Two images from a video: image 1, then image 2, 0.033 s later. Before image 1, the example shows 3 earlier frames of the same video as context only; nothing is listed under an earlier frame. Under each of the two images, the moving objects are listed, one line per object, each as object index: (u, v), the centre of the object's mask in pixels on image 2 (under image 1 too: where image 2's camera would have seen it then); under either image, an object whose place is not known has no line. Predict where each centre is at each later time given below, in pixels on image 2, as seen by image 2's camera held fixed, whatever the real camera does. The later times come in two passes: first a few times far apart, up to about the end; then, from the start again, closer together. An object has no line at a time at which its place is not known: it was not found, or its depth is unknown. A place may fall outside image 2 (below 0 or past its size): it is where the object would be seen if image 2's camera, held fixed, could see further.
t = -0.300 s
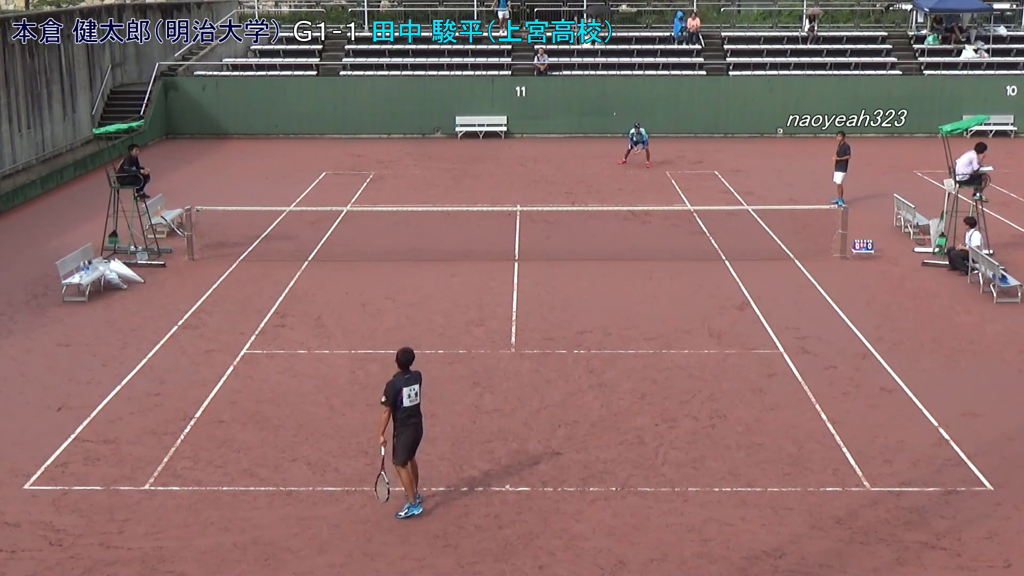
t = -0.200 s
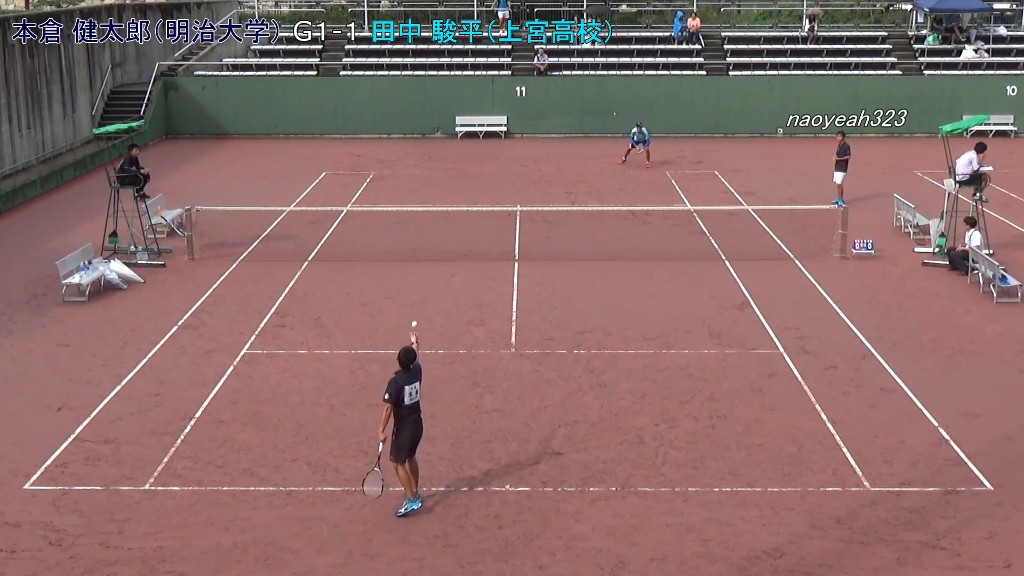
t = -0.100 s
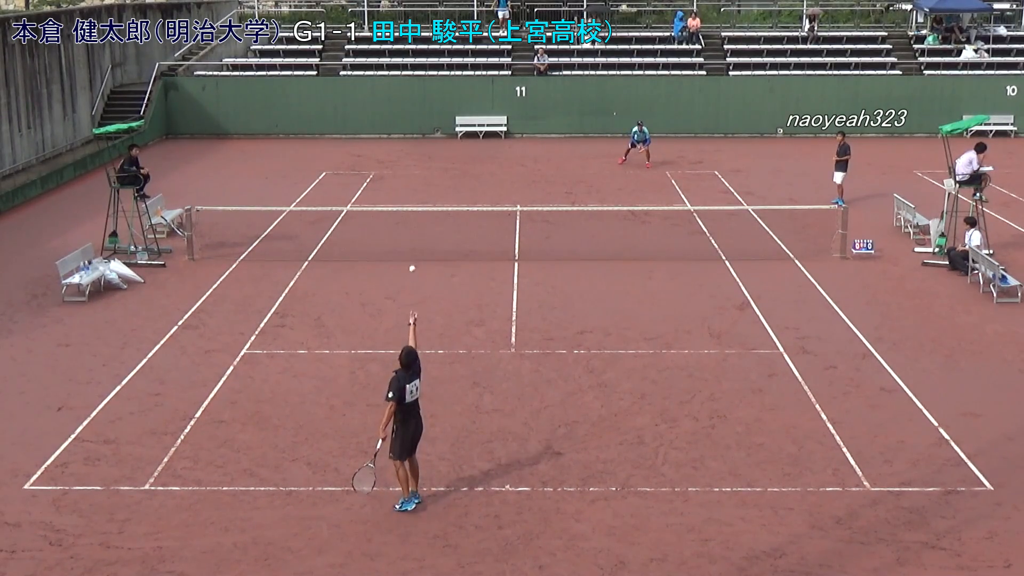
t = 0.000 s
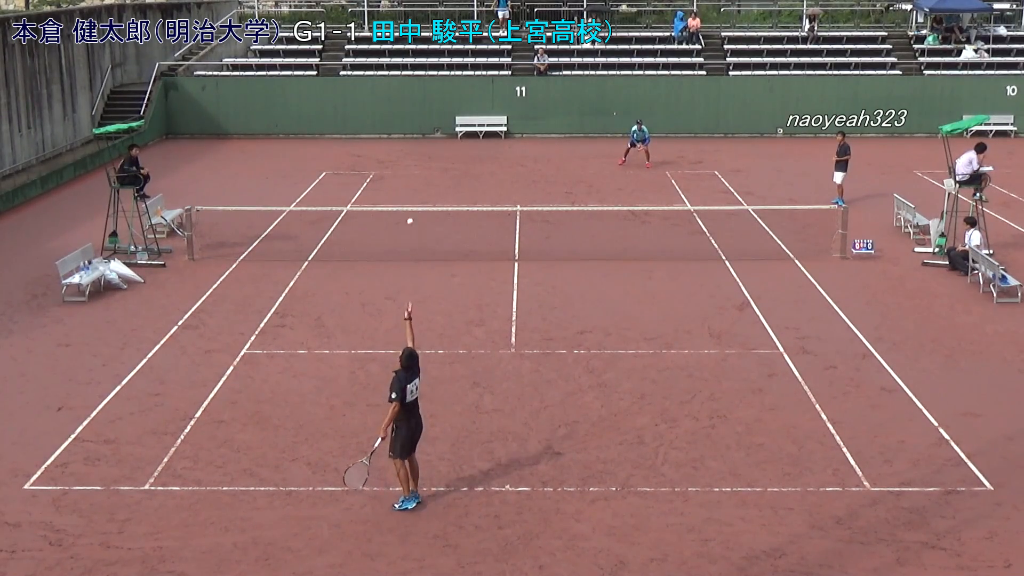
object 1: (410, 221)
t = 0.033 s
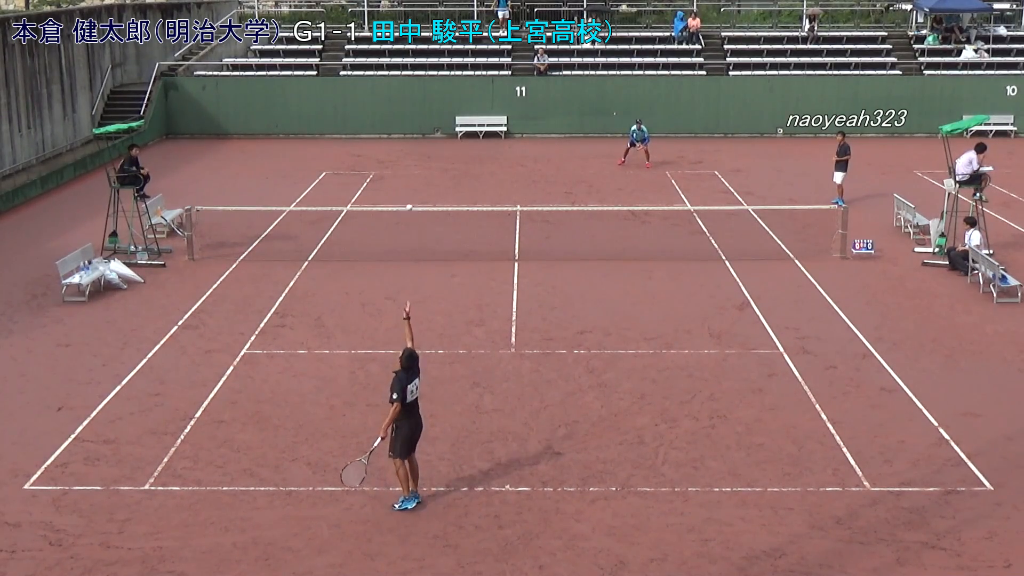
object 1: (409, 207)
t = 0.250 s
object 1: (404, 139)
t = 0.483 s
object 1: (399, 113)
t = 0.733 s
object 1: (394, 138)
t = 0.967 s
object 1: (390, 212)
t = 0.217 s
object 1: (405, 147)
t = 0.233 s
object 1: (404, 143)
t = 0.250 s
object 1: (404, 139)
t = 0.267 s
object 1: (403, 136)
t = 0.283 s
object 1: (403, 132)
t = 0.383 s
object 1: (401, 118)
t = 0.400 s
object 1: (401, 116)
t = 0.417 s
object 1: (400, 115)
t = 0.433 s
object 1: (400, 114)
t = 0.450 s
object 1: (400, 114)
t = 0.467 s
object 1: (399, 113)
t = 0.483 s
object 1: (399, 113)
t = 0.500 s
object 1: (399, 113)
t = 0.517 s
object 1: (398, 113)
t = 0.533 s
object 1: (398, 113)
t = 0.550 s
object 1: (398, 114)
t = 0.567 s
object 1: (397, 115)
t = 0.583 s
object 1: (397, 116)
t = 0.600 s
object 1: (397, 118)
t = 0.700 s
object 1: (395, 132)
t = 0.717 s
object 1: (395, 135)
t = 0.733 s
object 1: (394, 138)
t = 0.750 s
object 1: (394, 142)
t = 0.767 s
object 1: (394, 146)
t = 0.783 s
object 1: (394, 150)
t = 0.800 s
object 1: (393, 155)
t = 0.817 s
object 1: (393, 159)
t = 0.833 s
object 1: (392, 164)
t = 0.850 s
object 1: (392, 169)
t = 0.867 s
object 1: (392, 175)
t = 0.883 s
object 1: (392, 180)
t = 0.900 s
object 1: (391, 186)
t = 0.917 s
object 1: (391, 193)
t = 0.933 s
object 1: (391, 199)
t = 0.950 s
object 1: (391, 206)
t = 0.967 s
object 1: (390, 212)
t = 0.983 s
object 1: (390, 219)
